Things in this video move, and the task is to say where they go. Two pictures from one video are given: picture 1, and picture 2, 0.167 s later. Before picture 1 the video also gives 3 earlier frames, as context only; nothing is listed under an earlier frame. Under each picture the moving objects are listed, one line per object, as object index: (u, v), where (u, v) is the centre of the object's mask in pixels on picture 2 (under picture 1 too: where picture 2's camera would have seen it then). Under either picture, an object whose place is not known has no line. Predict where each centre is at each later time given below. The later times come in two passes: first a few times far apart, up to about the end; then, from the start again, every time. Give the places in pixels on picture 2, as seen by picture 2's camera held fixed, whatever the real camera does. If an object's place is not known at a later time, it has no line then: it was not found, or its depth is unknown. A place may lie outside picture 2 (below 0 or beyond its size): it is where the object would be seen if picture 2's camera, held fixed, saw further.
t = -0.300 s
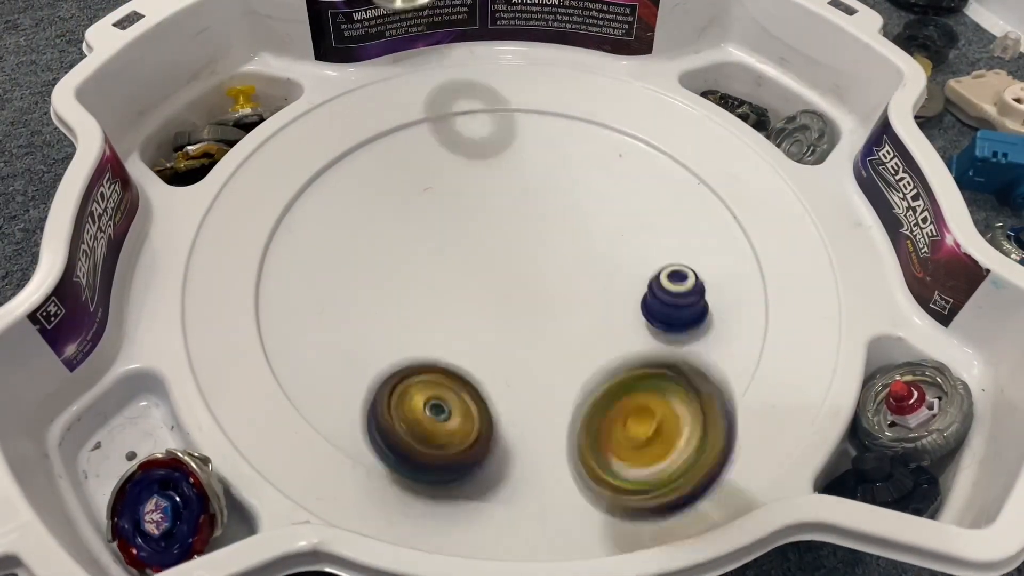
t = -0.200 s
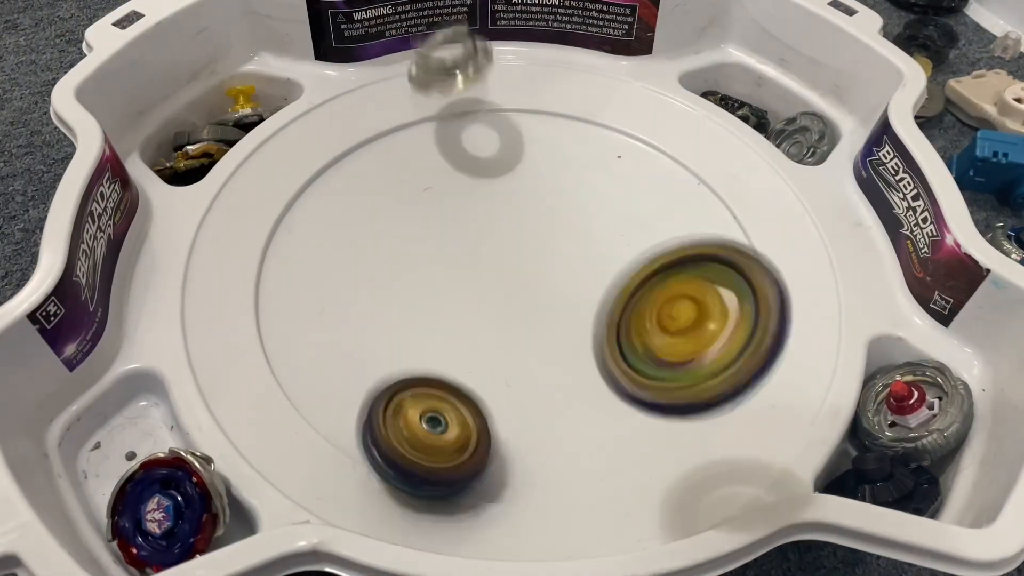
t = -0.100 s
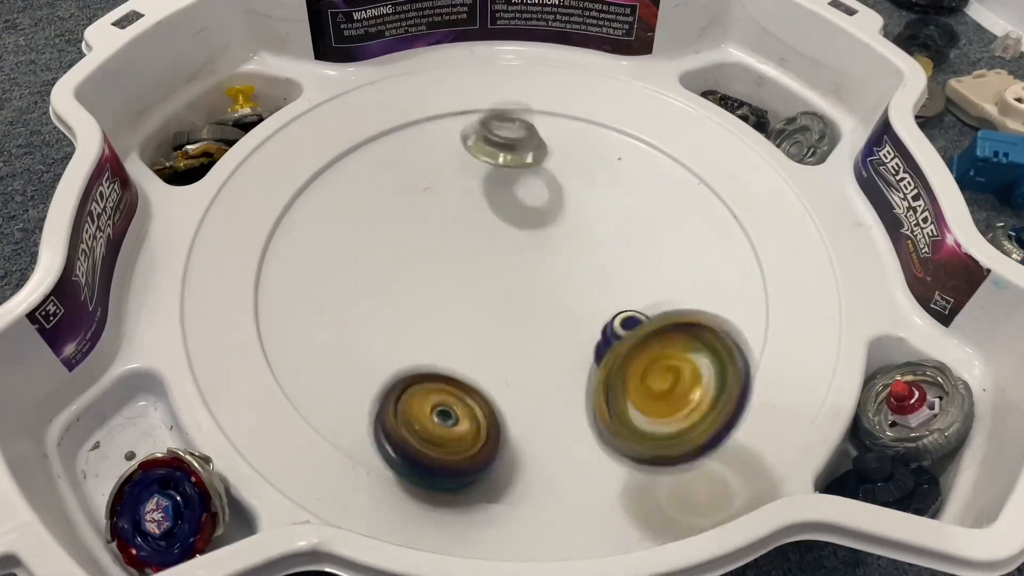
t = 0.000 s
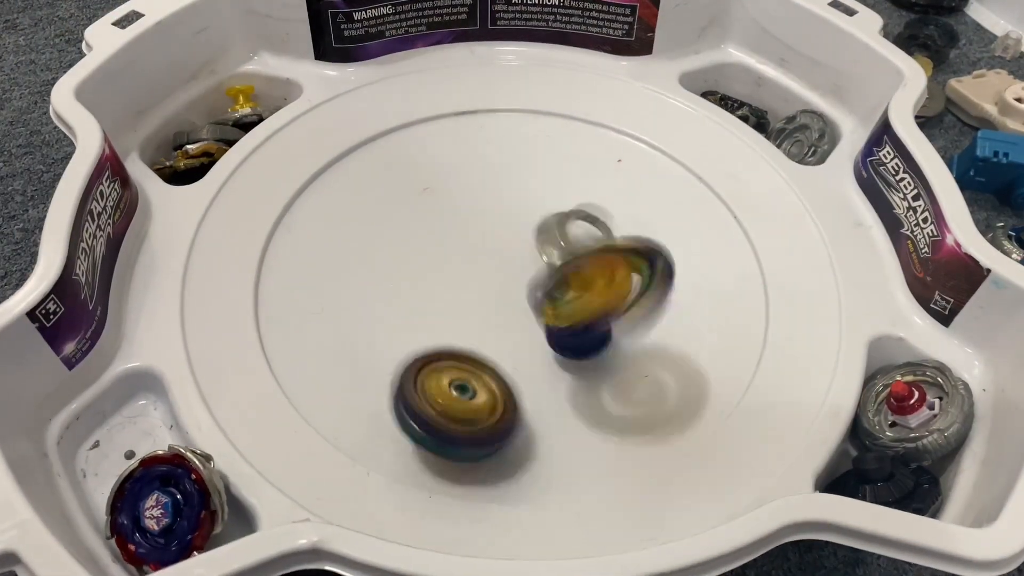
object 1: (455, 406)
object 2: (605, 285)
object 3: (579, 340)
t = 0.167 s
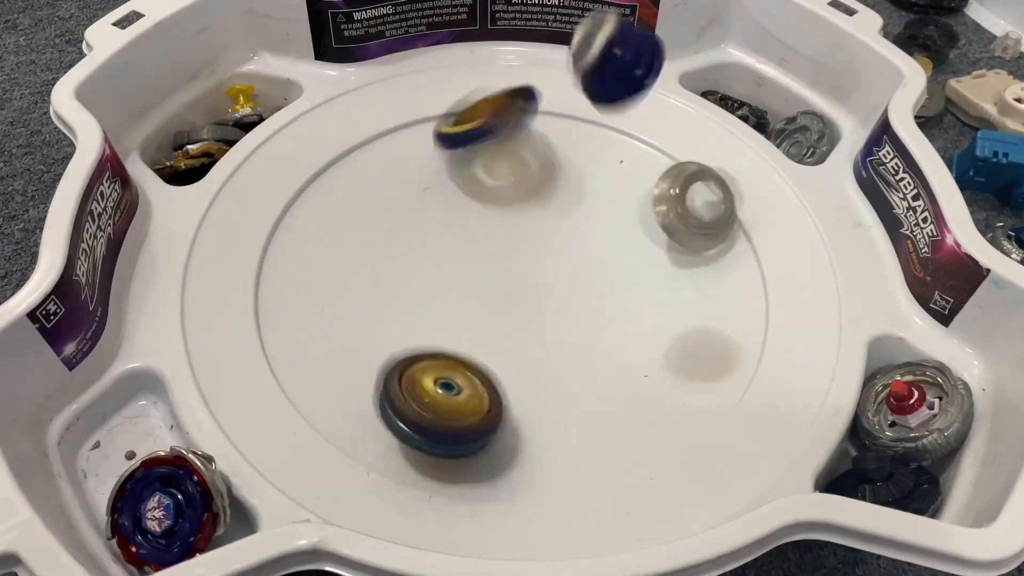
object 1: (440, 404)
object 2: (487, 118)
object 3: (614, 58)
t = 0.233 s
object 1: (448, 395)
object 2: (482, 76)
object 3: (632, 12)
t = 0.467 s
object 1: (513, 344)
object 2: (519, 226)
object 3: (616, 223)
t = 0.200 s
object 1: (442, 402)
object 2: (477, 95)
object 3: (623, 24)
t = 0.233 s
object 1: (448, 395)
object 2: (482, 76)
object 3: (632, 12)
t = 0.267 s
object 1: (456, 387)
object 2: (483, 77)
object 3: (628, 15)
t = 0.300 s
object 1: (464, 379)
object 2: (484, 94)
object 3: (624, 27)
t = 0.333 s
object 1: (474, 370)
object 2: (481, 133)
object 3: (615, 73)
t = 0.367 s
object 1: (485, 361)
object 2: (480, 162)
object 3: (602, 147)
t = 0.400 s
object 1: (496, 352)
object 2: (492, 166)
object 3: (586, 233)
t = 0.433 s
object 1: (507, 346)
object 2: (504, 186)
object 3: (583, 298)
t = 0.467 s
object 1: (513, 344)
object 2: (519, 226)
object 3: (616, 223)
